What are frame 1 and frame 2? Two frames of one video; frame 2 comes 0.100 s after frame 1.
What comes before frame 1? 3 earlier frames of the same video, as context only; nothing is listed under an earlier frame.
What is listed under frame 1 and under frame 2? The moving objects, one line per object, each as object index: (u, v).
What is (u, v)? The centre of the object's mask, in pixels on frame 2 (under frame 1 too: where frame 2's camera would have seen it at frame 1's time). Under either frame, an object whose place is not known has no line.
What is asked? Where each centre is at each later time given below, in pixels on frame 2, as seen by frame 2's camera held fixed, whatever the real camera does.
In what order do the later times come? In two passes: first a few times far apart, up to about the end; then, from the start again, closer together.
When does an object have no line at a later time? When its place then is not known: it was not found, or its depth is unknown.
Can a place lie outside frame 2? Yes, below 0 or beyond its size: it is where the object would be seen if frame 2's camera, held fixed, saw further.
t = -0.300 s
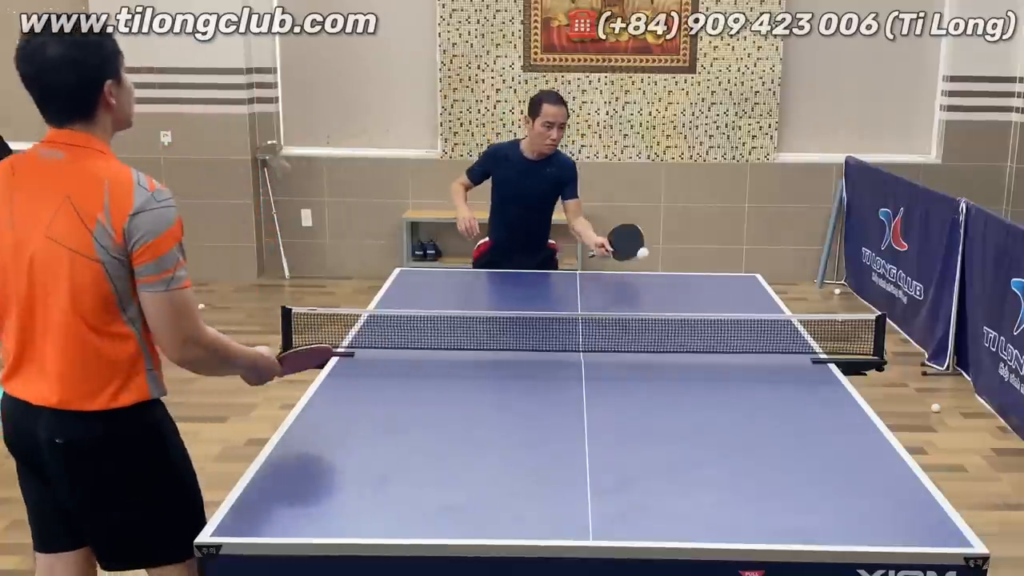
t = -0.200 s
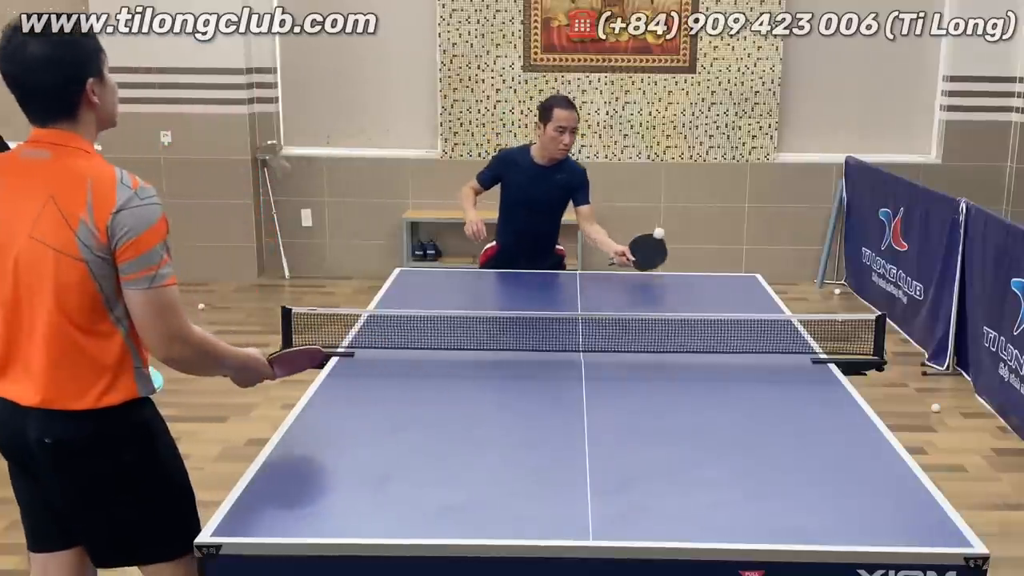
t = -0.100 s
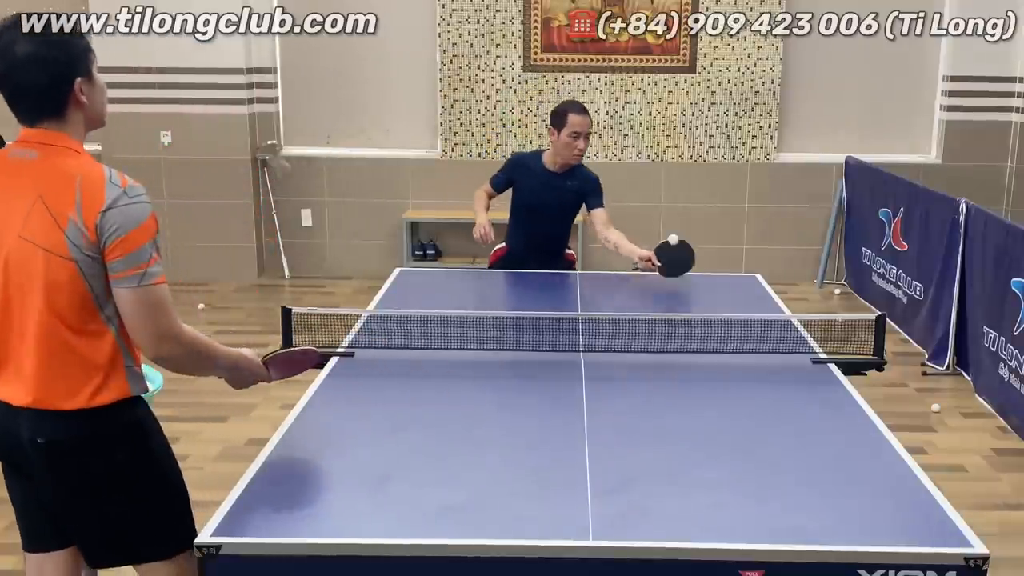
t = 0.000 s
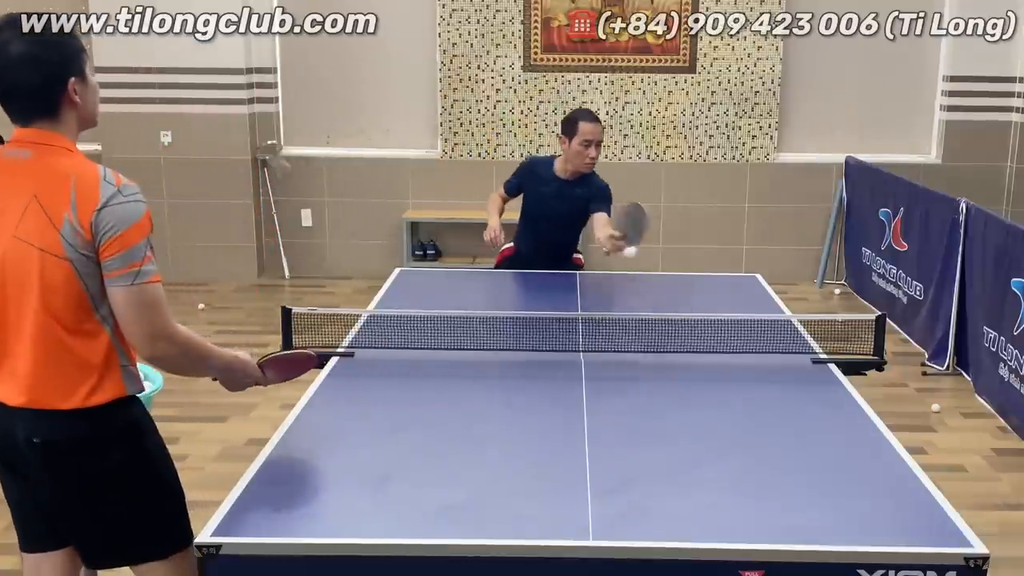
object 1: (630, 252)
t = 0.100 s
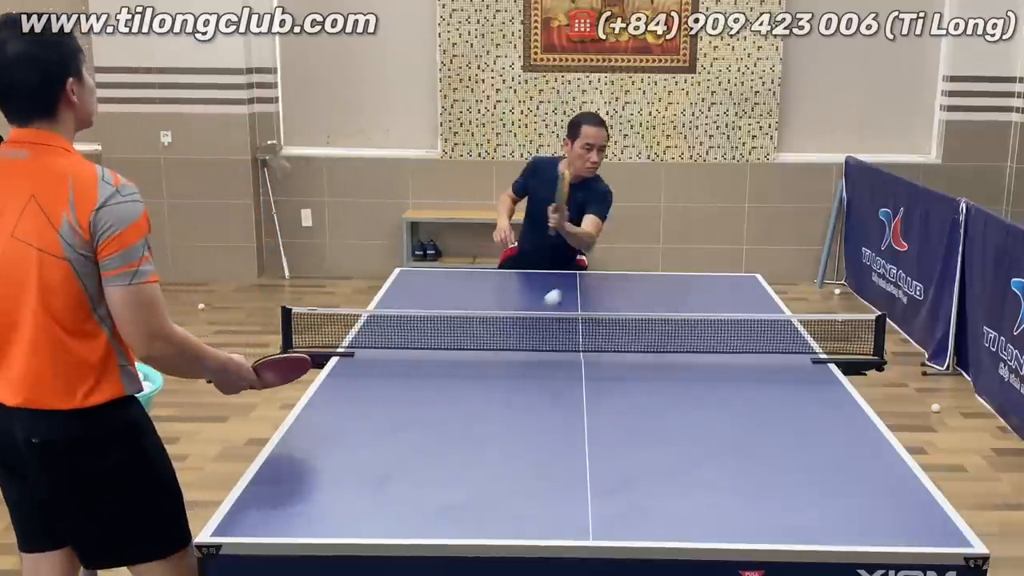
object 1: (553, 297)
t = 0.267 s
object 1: (390, 404)
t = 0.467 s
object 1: (124, 512)
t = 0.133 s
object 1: (522, 324)
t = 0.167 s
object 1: (490, 357)
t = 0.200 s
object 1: (455, 398)
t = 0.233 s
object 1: (423, 409)
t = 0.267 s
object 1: (390, 404)
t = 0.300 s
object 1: (355, 404)
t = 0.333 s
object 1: (316, 410)
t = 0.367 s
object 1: (273, 423)
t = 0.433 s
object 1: (177, 473)
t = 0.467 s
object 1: (124, 512)
